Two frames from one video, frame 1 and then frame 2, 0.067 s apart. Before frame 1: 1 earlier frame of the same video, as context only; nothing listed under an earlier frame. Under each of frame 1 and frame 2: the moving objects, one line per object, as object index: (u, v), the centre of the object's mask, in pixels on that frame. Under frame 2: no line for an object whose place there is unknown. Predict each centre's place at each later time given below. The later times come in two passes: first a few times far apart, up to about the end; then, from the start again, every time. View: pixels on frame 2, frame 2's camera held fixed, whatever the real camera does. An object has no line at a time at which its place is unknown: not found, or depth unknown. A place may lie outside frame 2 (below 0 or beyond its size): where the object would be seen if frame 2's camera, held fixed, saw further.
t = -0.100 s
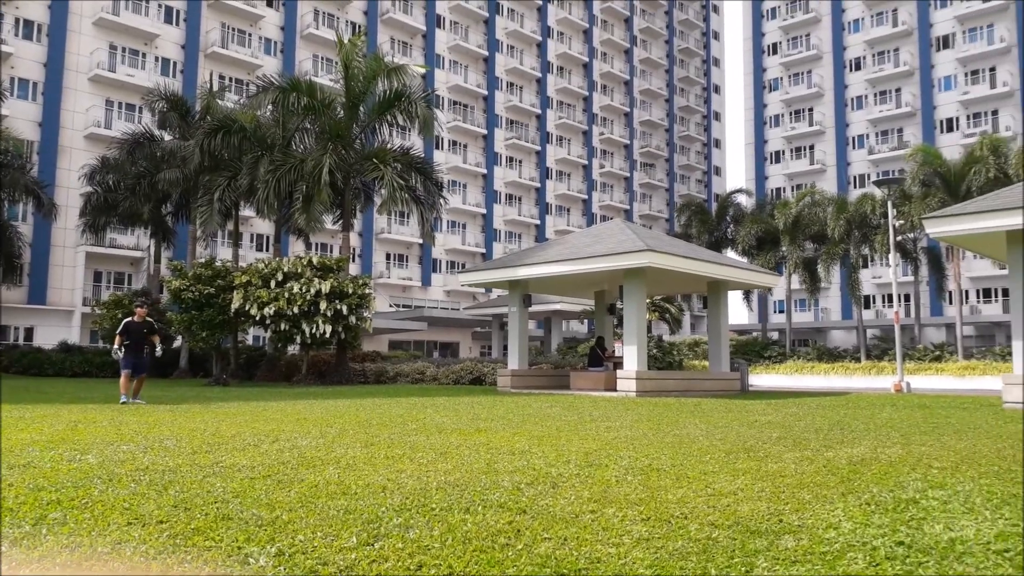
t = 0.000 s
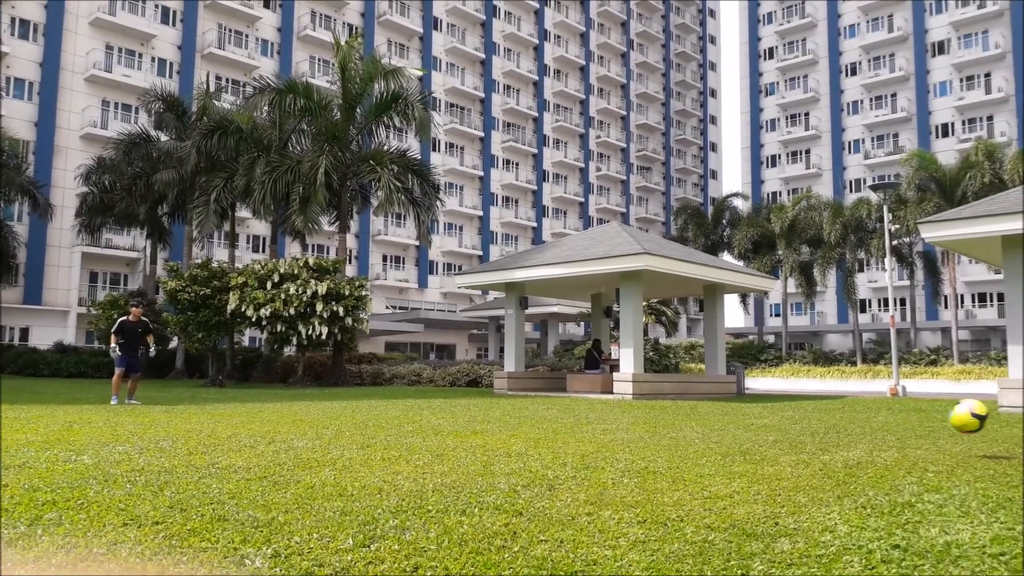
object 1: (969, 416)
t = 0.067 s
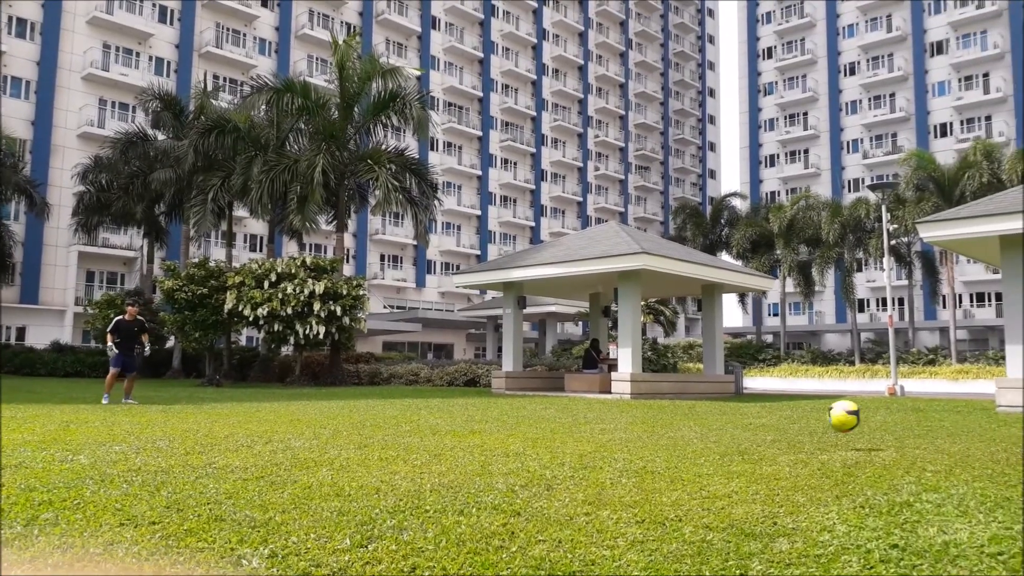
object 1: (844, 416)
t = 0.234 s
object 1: (627, 419)
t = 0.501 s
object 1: (443, 412)
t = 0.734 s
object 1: (349, 407)
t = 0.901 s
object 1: (291, 403)
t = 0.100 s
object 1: (790, 418)
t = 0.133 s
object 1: (740, 422)
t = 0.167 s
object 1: (694, 427)
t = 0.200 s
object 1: (657, 425)
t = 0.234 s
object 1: (627, 419)
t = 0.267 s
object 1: (600, 414)
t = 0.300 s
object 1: (574, 410)
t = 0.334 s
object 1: (548, 408)
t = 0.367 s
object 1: (524, 407)
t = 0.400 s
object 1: (502, 409)
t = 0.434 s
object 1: (481, 411)
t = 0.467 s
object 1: (460, 413)
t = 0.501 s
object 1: (443, 412)
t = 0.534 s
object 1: (429, 409)
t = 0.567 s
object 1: (415, 405)
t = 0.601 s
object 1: (400, 403)
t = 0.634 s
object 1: (387, 403)
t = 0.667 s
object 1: (374, 403)
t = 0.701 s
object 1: (361, 404)
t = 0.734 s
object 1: (349, 407)
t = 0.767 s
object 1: (337, 408)
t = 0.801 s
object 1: (325, 405)
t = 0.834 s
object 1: (313, 404)
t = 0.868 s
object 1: (302, 403)
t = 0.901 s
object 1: (291, 403)
